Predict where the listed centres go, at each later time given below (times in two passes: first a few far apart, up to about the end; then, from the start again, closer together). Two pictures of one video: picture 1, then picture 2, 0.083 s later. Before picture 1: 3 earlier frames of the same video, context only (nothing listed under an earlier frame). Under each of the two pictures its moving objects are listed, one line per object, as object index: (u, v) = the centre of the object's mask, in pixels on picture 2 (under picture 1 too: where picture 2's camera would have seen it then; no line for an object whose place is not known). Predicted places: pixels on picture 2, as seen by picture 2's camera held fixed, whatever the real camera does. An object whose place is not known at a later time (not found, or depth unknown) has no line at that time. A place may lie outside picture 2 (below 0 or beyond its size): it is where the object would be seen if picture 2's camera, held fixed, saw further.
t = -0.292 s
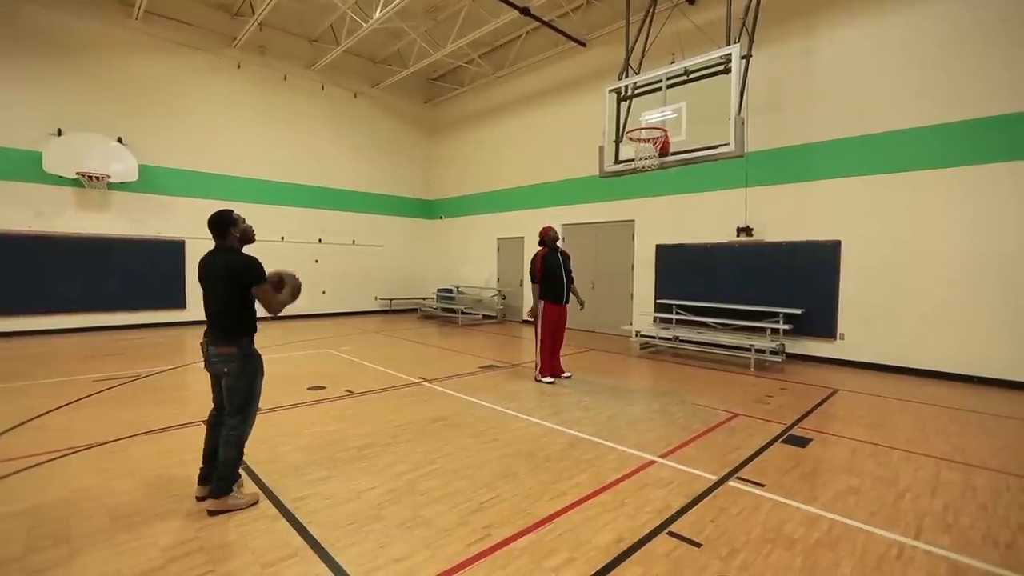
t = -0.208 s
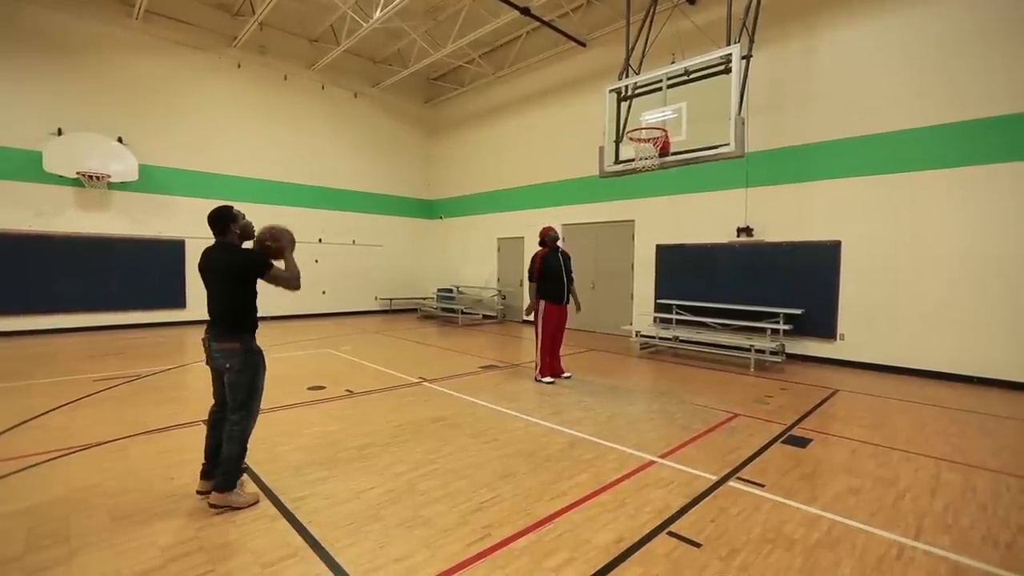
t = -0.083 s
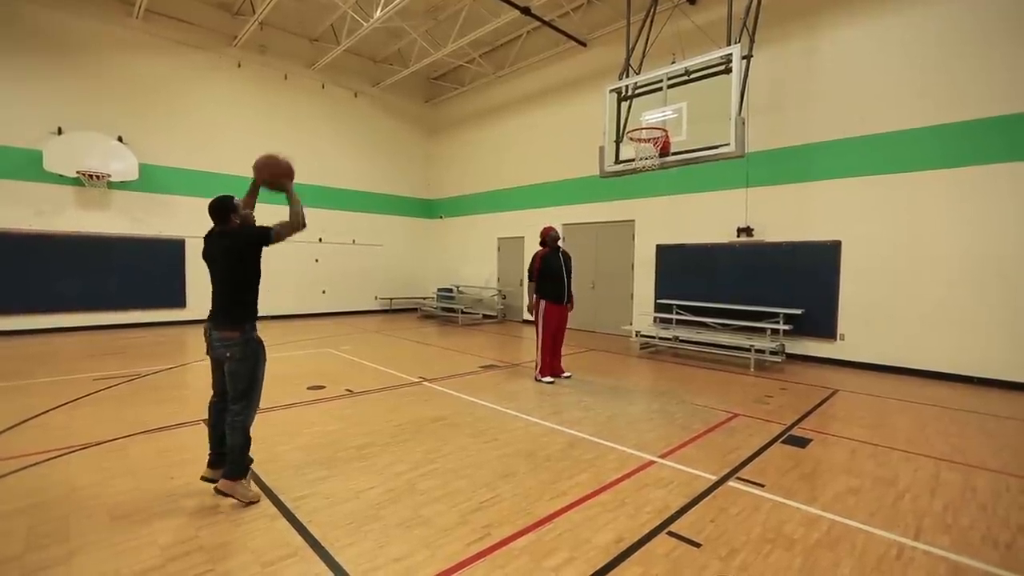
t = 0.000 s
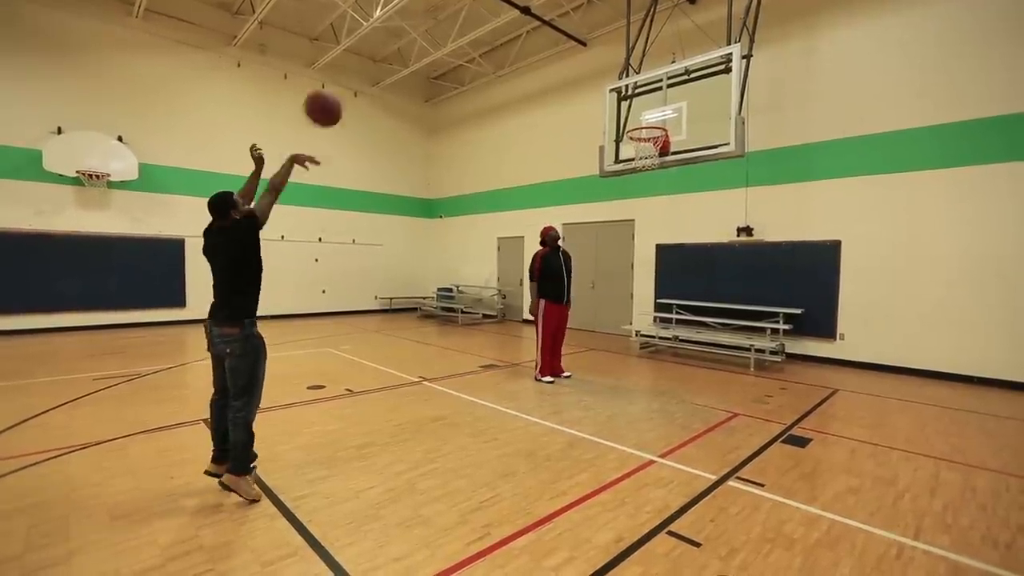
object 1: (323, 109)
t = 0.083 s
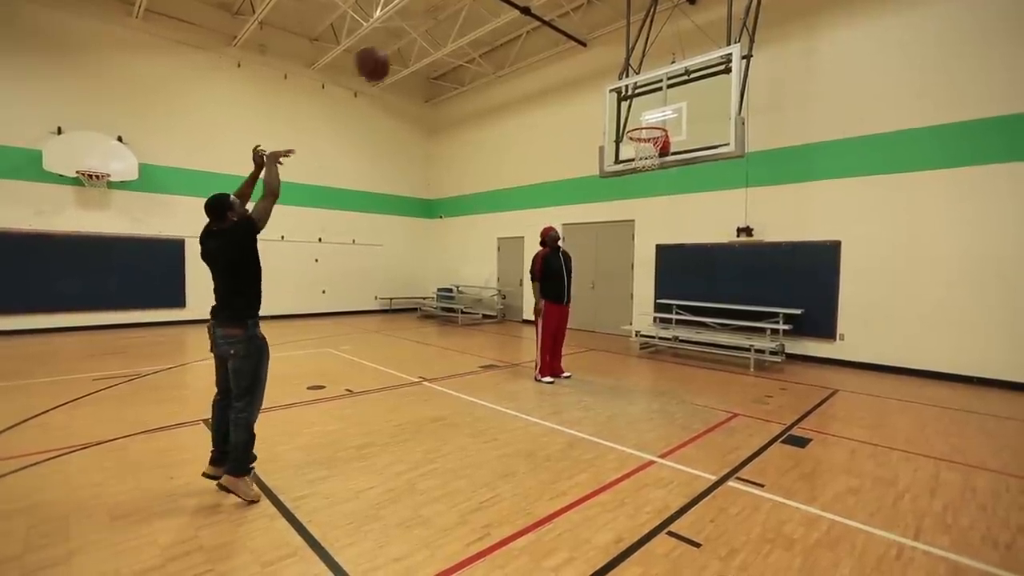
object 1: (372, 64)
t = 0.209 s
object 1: (436, 22)
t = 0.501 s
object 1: (545, 12)
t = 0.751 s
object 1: (610, 62)
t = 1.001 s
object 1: (650, 148)
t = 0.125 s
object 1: (394, 47)
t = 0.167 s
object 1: (416, 33)
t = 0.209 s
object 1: (436, 22)
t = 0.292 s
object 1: (472, 11)
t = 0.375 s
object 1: (503, 9)
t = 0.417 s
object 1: (518, 9)
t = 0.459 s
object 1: (533, 9)
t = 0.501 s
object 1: (545, 12)
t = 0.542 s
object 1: (558, 15)
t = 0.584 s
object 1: (569, 21)
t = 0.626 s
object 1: (580, 31)
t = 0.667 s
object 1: (591, 40)
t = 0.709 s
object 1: (600, 51)
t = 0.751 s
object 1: (610, 62)
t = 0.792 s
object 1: (618, 75)
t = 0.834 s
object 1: (628, 87)
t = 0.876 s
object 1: (636, 103)
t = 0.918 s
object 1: (644, 118)
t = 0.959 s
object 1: (651, 135)
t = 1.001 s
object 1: (650, 148)
